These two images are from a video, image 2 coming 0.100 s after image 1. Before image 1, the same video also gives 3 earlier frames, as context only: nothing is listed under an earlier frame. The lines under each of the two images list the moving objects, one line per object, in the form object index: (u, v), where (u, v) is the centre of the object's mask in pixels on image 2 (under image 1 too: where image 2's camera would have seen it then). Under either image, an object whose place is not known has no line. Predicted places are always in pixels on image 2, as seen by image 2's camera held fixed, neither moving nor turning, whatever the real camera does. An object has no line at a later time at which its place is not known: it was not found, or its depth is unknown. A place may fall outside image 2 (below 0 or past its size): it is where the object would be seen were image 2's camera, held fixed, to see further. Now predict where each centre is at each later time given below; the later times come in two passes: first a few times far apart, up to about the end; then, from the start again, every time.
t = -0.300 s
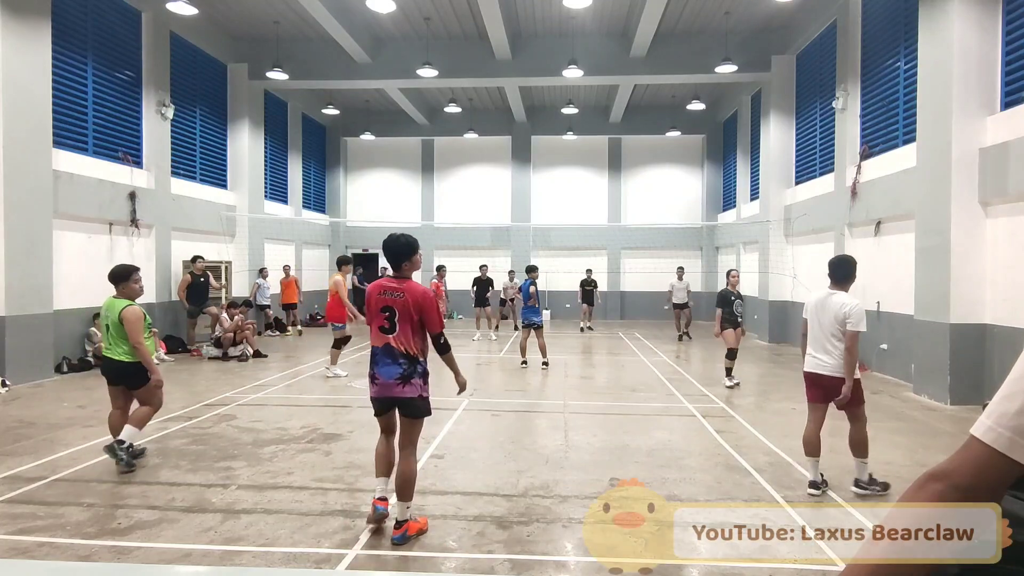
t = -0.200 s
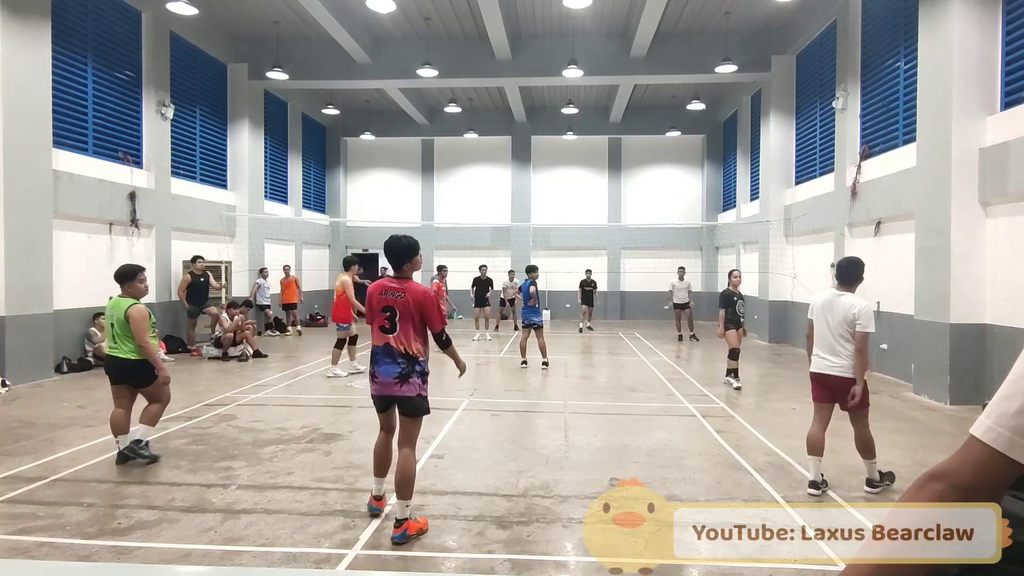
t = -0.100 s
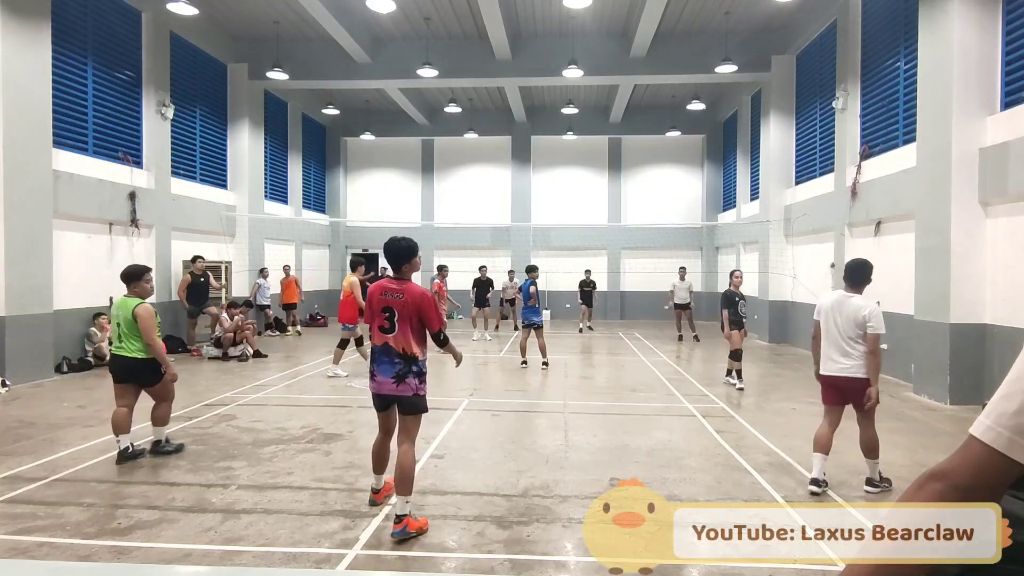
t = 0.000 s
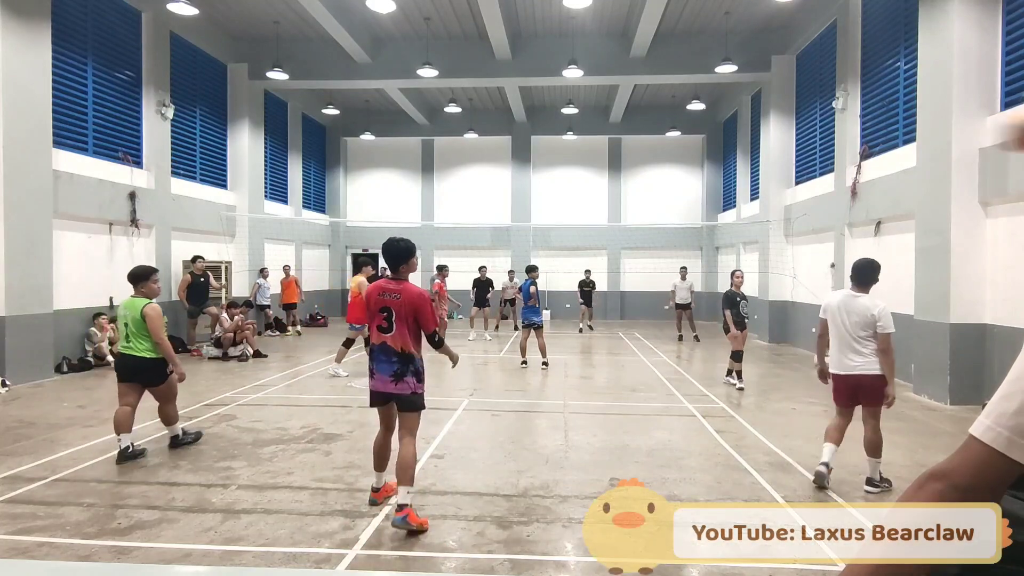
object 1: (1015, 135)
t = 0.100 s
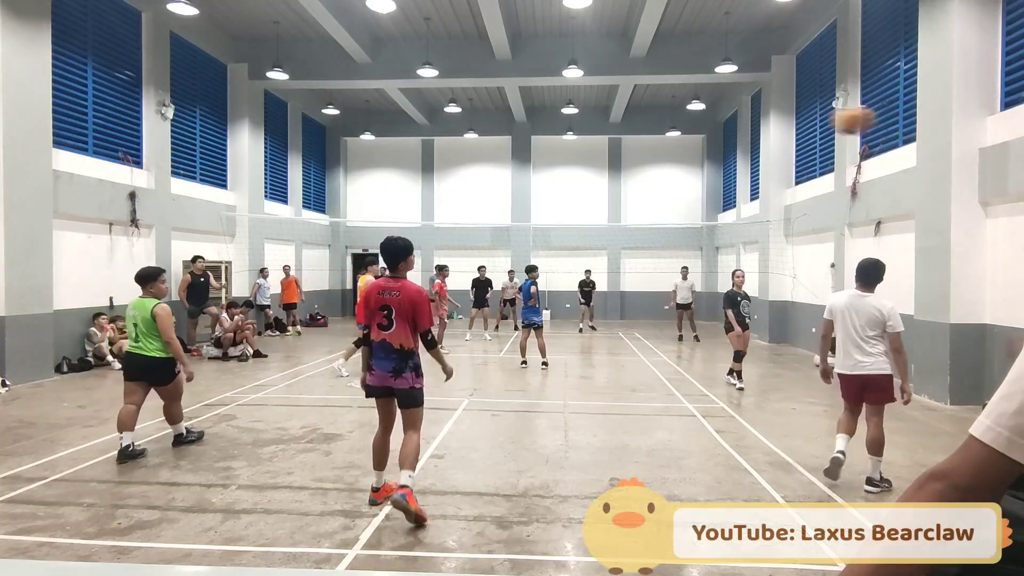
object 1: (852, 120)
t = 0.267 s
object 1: (717, 131)
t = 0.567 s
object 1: (618, 174)
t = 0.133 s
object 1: (815, 120)
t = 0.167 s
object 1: (786, 121)
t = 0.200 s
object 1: (758, 124)
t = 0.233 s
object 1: (736, 127)
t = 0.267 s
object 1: (717, 131)
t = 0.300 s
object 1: (702, 134)
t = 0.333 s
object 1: (686, 139)
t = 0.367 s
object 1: (673, 144)
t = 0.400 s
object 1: (662, 148)
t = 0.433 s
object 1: (651, 152)
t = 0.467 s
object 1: (642, 156)
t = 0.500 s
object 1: (633, 162)
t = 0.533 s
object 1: (625, 168)
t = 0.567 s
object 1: (618, 174)
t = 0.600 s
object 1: (612, 179)
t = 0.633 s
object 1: (606, 186)
